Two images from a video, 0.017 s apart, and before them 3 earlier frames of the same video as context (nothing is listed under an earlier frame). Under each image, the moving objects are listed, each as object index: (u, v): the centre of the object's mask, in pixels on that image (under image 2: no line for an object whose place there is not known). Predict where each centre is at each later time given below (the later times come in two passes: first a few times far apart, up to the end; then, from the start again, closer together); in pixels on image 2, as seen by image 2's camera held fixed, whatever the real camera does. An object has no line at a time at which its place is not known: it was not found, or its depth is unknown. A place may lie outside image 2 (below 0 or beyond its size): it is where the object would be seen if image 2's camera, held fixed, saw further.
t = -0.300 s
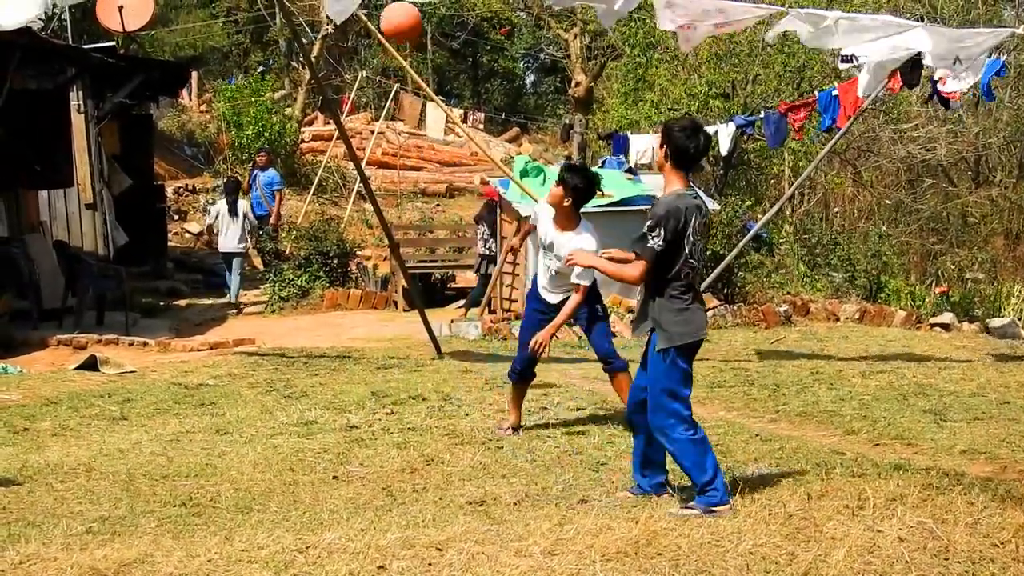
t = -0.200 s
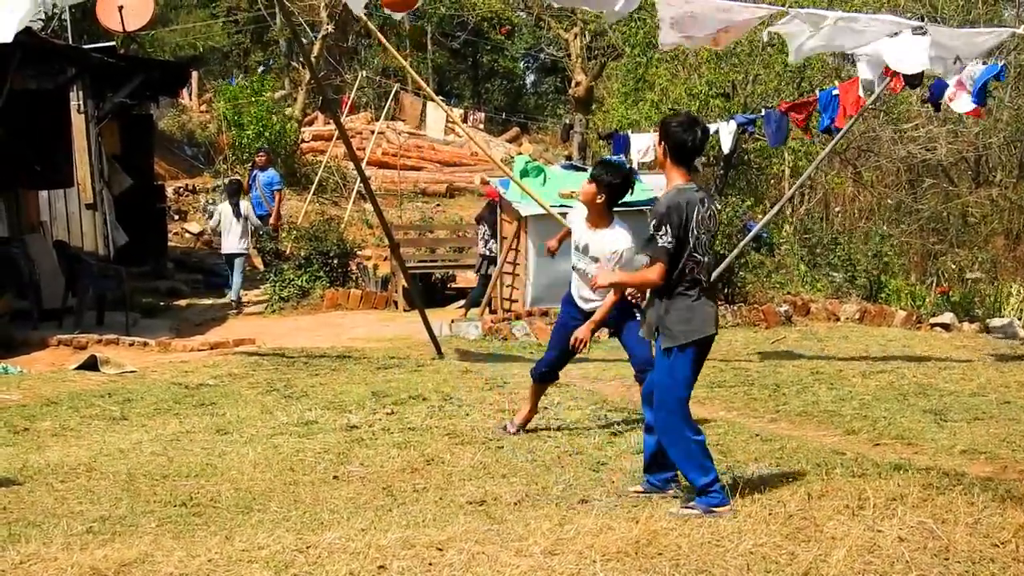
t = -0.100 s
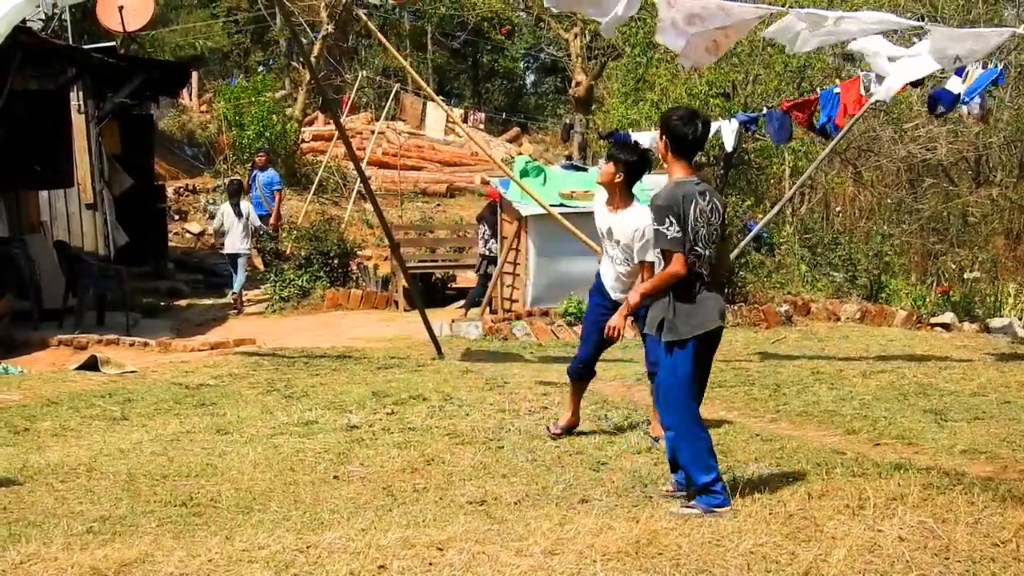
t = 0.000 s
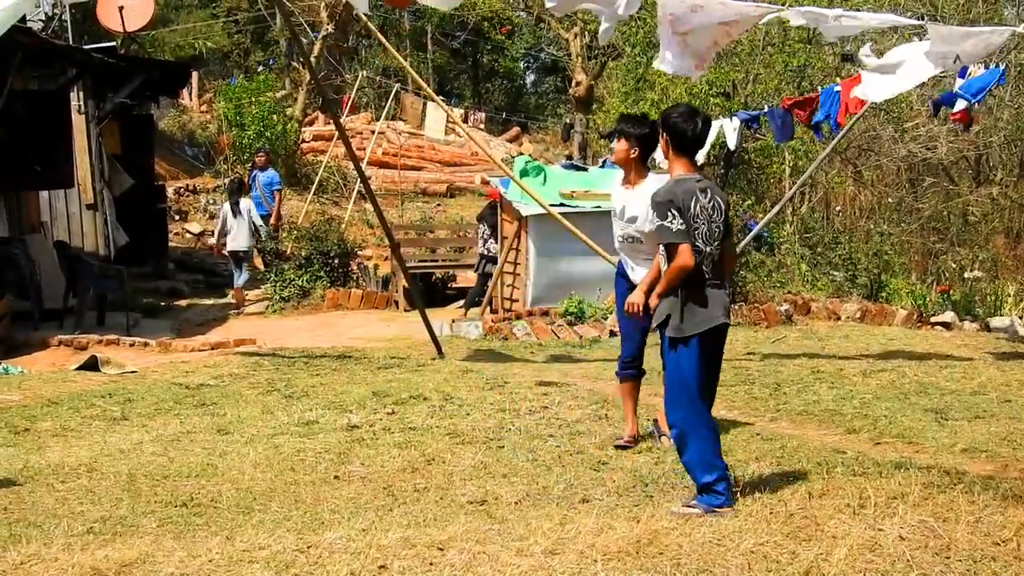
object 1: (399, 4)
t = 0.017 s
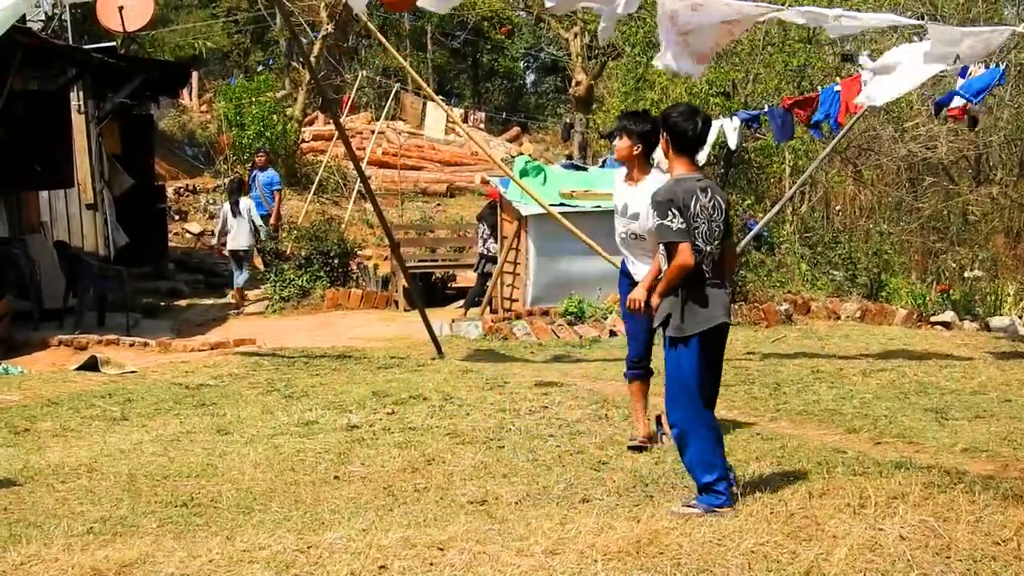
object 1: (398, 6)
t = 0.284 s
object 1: (401, 115)
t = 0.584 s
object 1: (411, 402)
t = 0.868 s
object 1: (372, 257)
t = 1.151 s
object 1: (341, 258)
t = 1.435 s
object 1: (319, 398)
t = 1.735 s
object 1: (259, 336)
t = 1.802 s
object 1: (249, 341)
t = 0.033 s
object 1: (398, 6)
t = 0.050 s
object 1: (397, 9)
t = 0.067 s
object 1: (398, 10)
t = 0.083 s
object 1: (398, 13)
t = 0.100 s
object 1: (398, 15)
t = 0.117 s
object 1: (398, 21)
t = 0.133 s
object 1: (398, 28)
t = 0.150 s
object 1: (398, 35)
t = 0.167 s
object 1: (398, 44)
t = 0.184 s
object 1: (398, 52)
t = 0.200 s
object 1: (399, 61)
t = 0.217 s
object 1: (399, 71)
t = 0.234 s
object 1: (400, 81)
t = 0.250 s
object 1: (400, 92)
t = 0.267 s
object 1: (401, 104)
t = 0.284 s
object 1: (401, 115)
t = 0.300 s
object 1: (402, 128)
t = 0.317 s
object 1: (402, 142)
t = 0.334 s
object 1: (402, 155)
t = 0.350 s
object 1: (403, 169)
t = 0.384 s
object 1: (404, 199)
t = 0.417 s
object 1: (404, 231)
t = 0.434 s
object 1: (405, 247)
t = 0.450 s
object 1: (406, 265)
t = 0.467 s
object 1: (407, 283)
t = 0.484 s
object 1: (408, 301)
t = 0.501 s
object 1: (409, 320)
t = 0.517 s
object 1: (411, 343)
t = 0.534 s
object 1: (410, 360)
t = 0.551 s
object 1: (412, 380)
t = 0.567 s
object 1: (412, 401)
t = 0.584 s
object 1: (411, 402)
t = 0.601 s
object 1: (408, 390)
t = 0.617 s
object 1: (406, 378)
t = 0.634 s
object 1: (403, 367)
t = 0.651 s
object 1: (401, 356)
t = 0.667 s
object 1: (399, 344)
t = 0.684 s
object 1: (399, 338)
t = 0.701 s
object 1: (395, 325)
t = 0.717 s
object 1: (392, 316)
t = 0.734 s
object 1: (389, 307)
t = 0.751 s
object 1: (387, 299)
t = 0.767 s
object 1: (385, 292)
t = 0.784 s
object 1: (383, 284)
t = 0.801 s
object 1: (381, 277)
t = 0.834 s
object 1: (376, 266)
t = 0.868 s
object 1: (372, 257)
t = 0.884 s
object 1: (370, 252)
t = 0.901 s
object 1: (368, 249)
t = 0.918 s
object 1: (366, 245)
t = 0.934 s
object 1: (364, 243)
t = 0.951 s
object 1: (362, 241)
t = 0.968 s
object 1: (360, 240)
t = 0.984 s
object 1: (359, 240)
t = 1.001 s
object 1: (356, 239)
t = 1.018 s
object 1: (354, 239)
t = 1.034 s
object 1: (353, 240)
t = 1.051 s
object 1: (352, 240)
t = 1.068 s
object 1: (350, 242)
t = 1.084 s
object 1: (348, 244)
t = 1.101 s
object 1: (347, 246)
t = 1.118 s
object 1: (345, 250)
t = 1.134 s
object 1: (344, 254)
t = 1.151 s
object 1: (341, 258)
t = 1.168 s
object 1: (340, 263)
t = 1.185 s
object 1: (339, 268)
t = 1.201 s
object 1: (336, 274)
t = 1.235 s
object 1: (334, 287)
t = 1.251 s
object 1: (333, 294)
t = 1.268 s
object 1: (332, 302)
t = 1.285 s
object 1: (331, 310)
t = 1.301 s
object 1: (329, 319)
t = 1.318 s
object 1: (329, 329)
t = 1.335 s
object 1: (328, 340)
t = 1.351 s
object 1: (326, 349)
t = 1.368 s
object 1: (324, 359)
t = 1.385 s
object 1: (323, 370)
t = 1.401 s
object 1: (322, 382)
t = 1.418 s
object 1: (321, 394)
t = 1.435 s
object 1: (319, 398)
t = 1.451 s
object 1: (315, 392)
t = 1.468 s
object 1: (312, 385)
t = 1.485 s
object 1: (308, 378)
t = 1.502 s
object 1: (305, 371)
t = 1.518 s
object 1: (302, 366)
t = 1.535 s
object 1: (298, 362)
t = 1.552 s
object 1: (294, 355)
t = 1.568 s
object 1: (292, 352)
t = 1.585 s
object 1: (289, 349)
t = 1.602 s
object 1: (288, 347)
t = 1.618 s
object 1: (281, 342)
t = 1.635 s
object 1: (279, 341)
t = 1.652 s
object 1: (276, 339)
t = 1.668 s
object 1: (273, 337)
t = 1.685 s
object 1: (270, 335)
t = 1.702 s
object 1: (267, 336)
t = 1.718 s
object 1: (264, 335)
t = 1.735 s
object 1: (259, 336)
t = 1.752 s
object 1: (257, 336)
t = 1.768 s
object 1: (254, 338)
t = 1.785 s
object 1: (252, 339)
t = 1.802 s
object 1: (249, 341)
